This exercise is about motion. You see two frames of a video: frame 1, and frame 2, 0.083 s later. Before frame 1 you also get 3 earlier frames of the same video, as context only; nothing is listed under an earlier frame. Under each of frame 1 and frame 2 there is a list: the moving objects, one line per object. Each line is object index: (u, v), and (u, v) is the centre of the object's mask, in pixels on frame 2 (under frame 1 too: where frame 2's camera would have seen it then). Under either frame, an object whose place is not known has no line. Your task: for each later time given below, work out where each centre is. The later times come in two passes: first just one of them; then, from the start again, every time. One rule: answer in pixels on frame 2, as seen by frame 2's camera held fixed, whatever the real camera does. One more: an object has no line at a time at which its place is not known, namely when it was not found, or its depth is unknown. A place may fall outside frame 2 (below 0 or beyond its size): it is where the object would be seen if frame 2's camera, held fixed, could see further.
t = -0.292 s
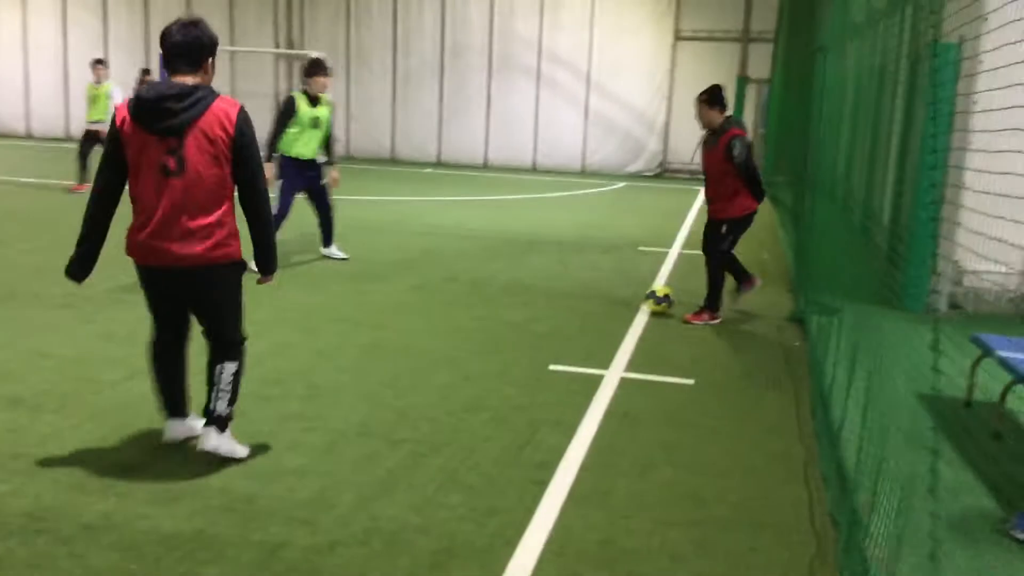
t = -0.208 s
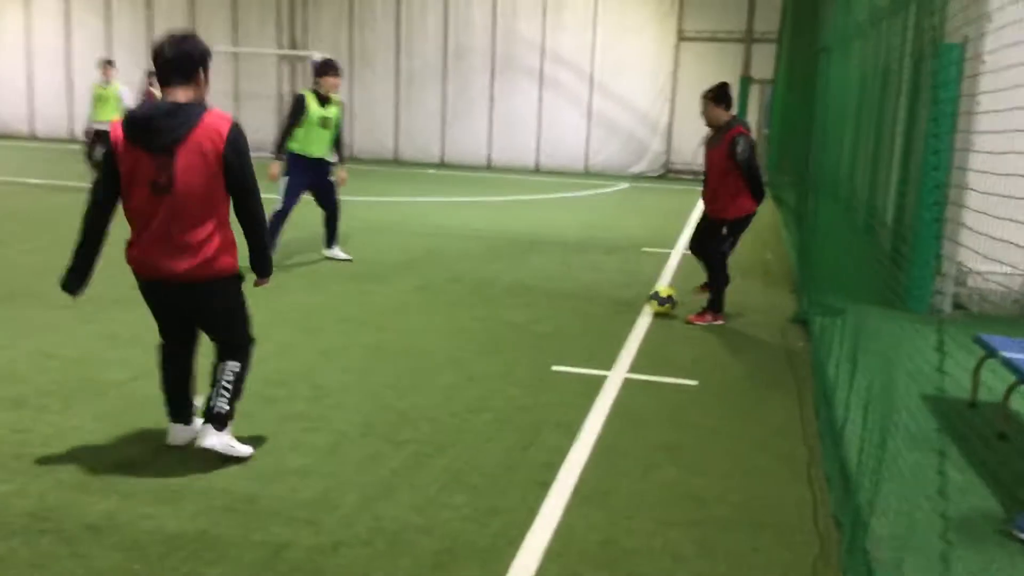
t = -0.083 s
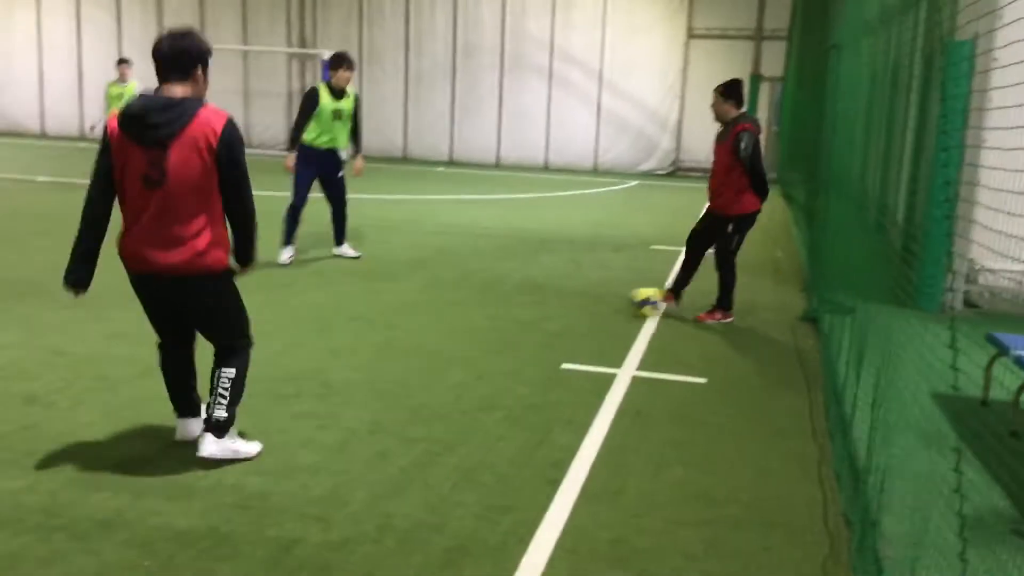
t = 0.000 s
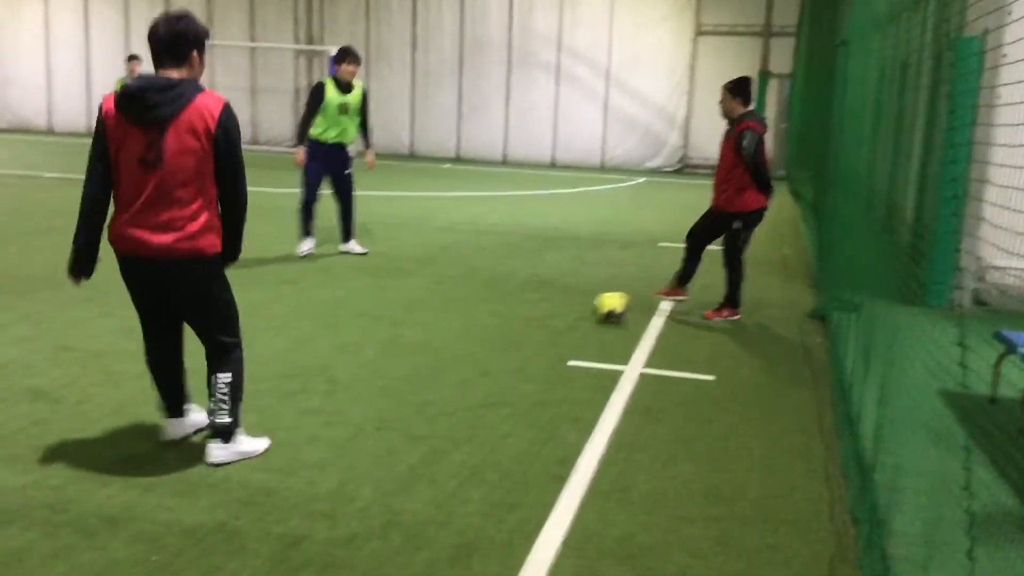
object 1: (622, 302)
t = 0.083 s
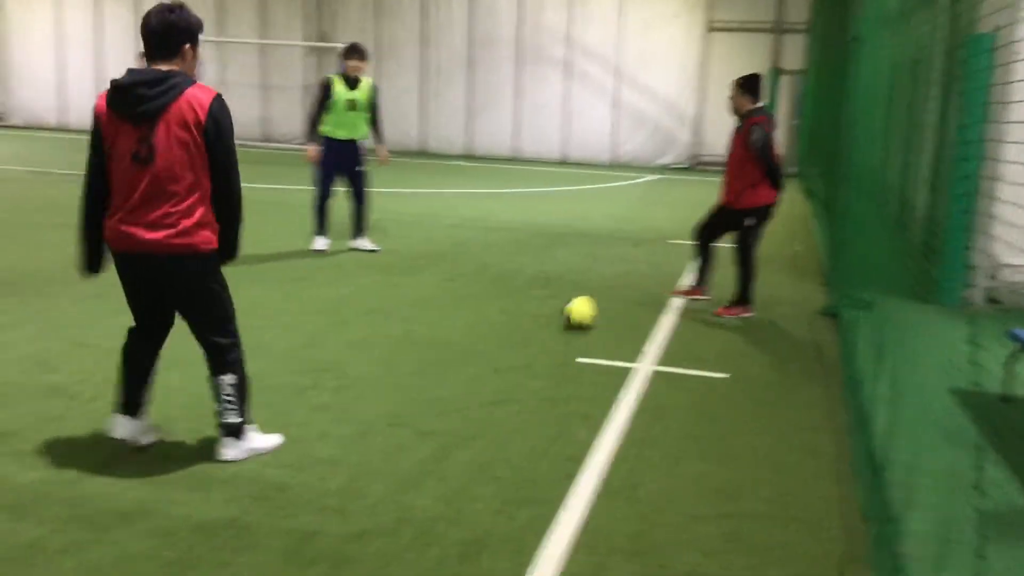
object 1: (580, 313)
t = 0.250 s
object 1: (490, 330)
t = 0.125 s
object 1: (559, 317)
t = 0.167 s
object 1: (535, 321)
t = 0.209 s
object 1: (513, 326)
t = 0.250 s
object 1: (490, 330)
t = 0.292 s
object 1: (468, 334)
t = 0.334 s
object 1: (445, 339)
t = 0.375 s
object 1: (422, 345)
